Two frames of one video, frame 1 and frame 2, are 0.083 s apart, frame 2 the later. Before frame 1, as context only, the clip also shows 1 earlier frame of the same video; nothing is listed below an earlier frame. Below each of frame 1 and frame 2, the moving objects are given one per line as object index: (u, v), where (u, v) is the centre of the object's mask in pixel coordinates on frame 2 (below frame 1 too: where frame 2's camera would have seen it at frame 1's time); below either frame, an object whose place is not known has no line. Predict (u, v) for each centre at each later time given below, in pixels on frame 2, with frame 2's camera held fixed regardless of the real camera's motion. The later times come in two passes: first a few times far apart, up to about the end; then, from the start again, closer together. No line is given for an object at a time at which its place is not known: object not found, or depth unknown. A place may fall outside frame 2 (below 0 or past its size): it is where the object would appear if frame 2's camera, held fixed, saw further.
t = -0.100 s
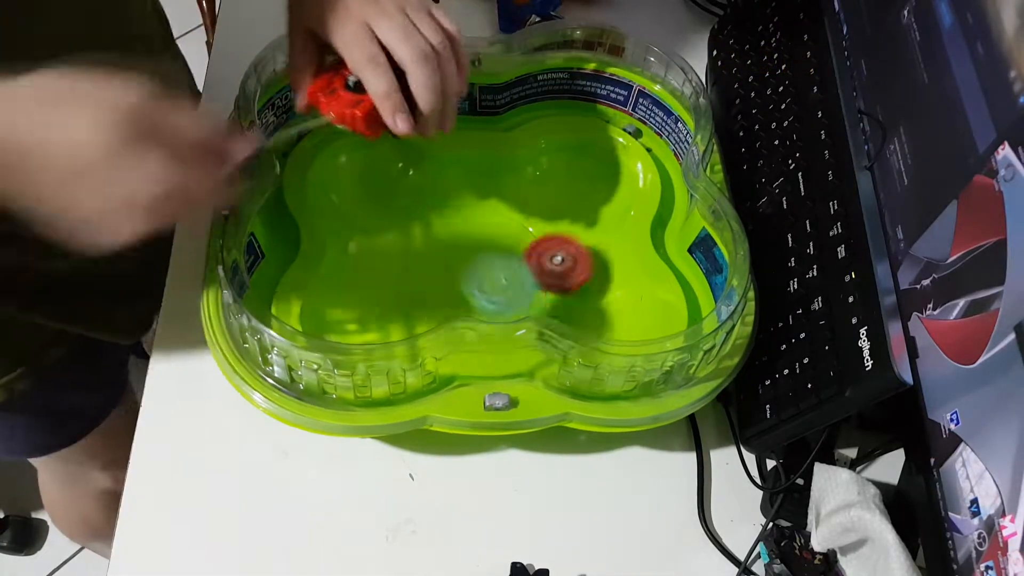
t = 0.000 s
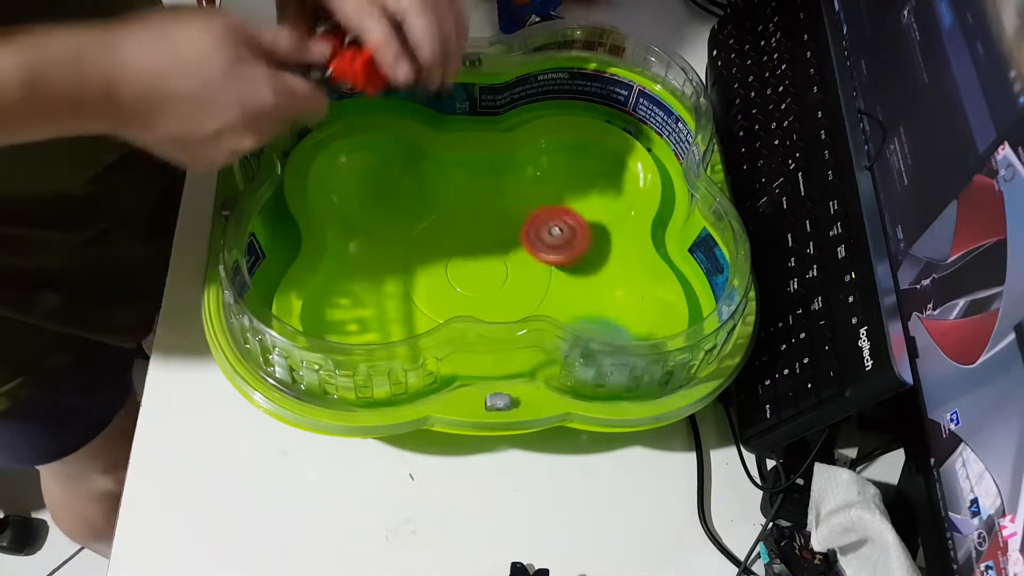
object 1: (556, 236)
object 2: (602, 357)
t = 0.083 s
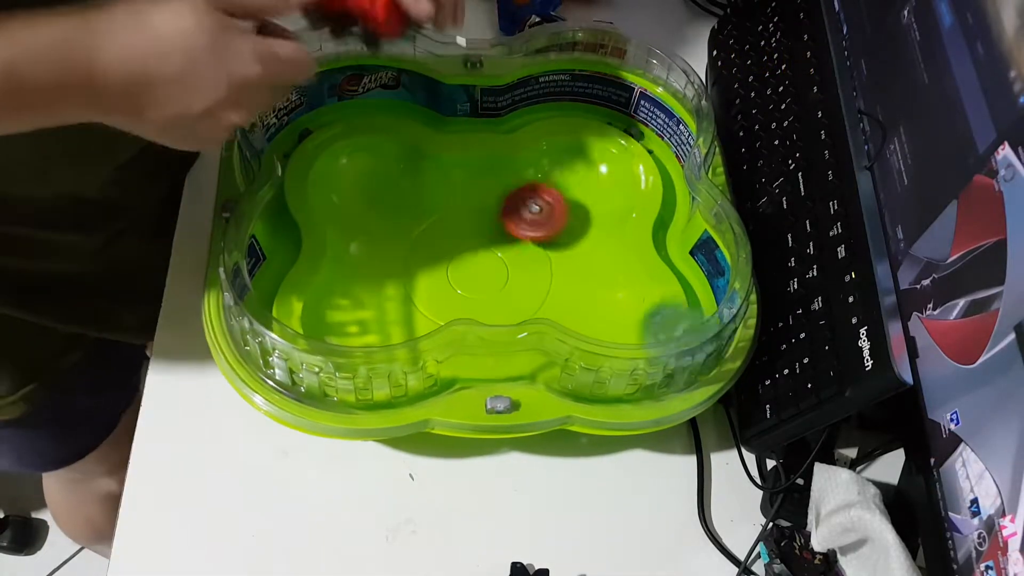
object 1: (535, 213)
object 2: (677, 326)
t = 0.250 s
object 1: (458, 211)
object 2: (631, 193)
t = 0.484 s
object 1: (415, 297)
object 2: (432, 160)
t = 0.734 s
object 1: (531, 283)
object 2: (401, 255)
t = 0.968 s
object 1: (522, 226)
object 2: (509, 295)
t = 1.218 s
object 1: (413, 221)
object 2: (572, 180)
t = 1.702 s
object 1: (413, 276)
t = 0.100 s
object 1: (529, 207)
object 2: (689, 318)
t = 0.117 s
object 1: (522, 203)
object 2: (697, 308)
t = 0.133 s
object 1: (516, 199)
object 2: (700, 294)
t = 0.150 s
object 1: (509, 197)
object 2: (692, 277)
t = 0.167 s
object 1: (502, 197)
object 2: (685, 262)
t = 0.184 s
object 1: (495, 198)
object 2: (676, 247)
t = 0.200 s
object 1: (486, 200)
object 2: (666, 232)
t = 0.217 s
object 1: (477, 203)
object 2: (654, 218)
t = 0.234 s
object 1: (467, 207)
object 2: (643, 205)
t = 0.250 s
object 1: (458, 211)
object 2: (631, 193)
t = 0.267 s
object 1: (449, 217)
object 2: (622, 183)
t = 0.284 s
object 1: (441, 221)
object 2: (607, 173)
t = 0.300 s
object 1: (433, 226)
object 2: (591, 164)
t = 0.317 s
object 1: (427, 230)
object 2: (579, 154)
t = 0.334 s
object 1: (422, 233)
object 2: (563, 142)
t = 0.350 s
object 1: (418, 239)
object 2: (549, 135)
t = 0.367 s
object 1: (415, 244)
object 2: (535, 129)
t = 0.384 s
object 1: (414, 250)
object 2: (519, 128)
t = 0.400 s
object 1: (414, 258)
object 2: (506, 127)
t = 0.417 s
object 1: (412, 267)
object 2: (493, 130)
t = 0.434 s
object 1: (411, 276)
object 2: (477, 134)
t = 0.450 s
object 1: (411, 284)
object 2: (465, 142)
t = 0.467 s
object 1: (413, 292)
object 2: (449, 149)
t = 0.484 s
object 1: (415, 297)
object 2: (432, 160)
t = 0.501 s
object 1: (418, 300)
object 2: (417, 175)
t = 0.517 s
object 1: (423, 301)
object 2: (401, 188)
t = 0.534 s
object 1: (428, 301)
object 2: (383, 195)
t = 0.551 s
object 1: (434, 300)
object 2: (369, 199)
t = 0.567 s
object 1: (443, 298)
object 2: (353, 202)
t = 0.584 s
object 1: (451, 296)
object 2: (346, 203)
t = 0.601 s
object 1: (460, 295)
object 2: (352, 200)
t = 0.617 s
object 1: (469, 294)
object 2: (358, 199)
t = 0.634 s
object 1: (478, 293)
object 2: (363, 201)
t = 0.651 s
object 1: (487, 292)
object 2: (368, 205)
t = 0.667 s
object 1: (497, 290)
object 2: (375, 211)
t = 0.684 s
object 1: (505, 289)
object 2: (382, 219)
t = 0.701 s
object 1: (514, 286)
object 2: (388, 230)
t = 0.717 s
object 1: (523, 284)
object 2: (394, 243)
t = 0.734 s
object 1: (531, 283)
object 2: (401, 255)
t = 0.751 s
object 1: (539, 279)
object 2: (406, 260)
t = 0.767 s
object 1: (545, 277)
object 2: (413, 265)
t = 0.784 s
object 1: (550, 275)
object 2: (420, 276)
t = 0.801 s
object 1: (553, 272)
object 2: (426, 290)
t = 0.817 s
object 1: (555, 268)
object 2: (433, 301)
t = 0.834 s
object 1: (556, 265)
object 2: (440, 302)
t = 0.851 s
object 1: (555, 261)
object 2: (447, 298)
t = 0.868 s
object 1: (552, 257)
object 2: (457, 300)
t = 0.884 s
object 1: (548, 252)
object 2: (464, 300)
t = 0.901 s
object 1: (543, 247)
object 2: (474, 304)
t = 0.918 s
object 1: (538, 243)
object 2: (482, 310)
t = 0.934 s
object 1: (532, 237)
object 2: (491, 303)
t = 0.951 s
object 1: (527, 232)
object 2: (500, 300)
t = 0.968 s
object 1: (522, 226)
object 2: (509, 295)
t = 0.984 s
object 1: (518, 221)
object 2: (518, 294)
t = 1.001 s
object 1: (512, 217)
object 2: (529, 293)
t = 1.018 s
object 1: (506, 214)
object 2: (542, 287)
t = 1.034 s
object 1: (500, 213)
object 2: (552, 282)
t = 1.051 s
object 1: (493, 213)
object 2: (560, 276)
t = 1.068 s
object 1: (484, 212)
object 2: (565, 268)
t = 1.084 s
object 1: (475, 212)
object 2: (570, 258)
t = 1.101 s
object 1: (466, 213)
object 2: (574, 249)
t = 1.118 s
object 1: (457, 213)
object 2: (577, 241)
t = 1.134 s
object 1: (447, 214)
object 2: (577, 233)
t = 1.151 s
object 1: (439, 215)
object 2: (577, 221)
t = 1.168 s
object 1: (431, 216)
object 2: (576, 211)
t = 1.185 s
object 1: (424, 218)
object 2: (575, 203)
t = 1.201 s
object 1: (417, 219)
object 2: (574, 193)
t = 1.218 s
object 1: (413, 221)
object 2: (572, 180)
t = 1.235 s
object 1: (411, 222)
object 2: (571, 171)
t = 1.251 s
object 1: (410, 223)
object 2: (566, 157)
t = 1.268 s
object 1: (410, 224)
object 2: (567, 147)
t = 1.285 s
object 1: (411, 226)
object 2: (566, 139)
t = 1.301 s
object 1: (412, 228)
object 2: (562, 137)
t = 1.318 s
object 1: (415, 230)
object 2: (559, 136)
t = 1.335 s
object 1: (417, 233)
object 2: (555, 136)
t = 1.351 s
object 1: (419, 236)
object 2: (551, 138)
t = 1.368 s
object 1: (421, 240)
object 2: (549, 142)
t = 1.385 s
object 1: (422, 244)
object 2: (547, 151)
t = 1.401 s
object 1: (424, 249)
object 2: (548, 160)
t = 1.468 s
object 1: (423, 266)
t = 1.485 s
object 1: (423, 269)
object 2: (543, 214)
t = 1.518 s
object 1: (425, 273)
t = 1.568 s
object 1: (431, 274)
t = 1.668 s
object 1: (439, 273)
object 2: (539, 252)
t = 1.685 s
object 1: (426, 275)
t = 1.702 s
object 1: (413, 276)
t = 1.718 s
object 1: (399, 276)
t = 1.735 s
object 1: (384, 277)
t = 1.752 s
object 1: (371, 278)
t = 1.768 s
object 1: (357, 280)
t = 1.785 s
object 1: (345, 281)
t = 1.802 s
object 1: (334, 285)
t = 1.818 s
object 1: (328, 291)
